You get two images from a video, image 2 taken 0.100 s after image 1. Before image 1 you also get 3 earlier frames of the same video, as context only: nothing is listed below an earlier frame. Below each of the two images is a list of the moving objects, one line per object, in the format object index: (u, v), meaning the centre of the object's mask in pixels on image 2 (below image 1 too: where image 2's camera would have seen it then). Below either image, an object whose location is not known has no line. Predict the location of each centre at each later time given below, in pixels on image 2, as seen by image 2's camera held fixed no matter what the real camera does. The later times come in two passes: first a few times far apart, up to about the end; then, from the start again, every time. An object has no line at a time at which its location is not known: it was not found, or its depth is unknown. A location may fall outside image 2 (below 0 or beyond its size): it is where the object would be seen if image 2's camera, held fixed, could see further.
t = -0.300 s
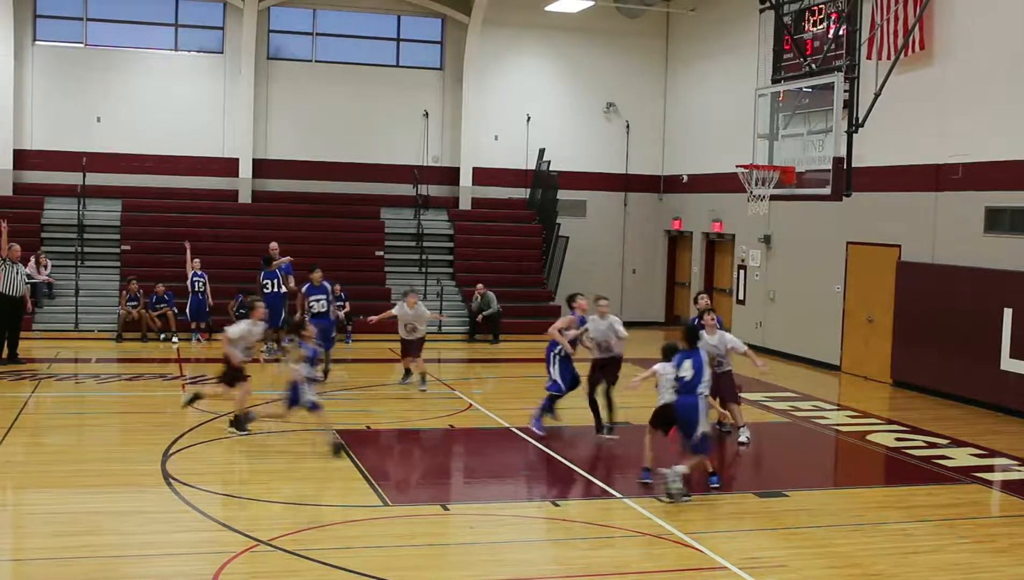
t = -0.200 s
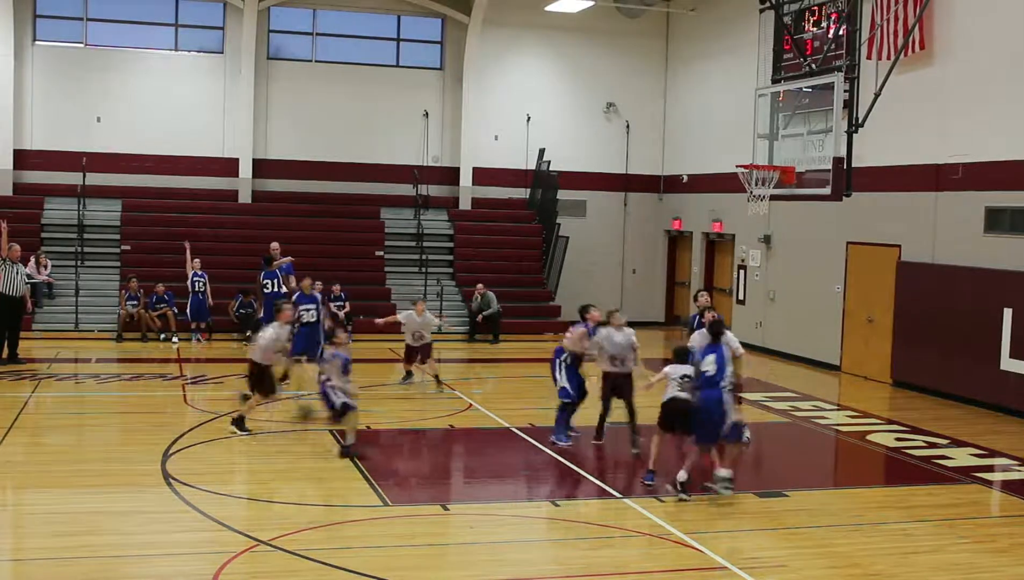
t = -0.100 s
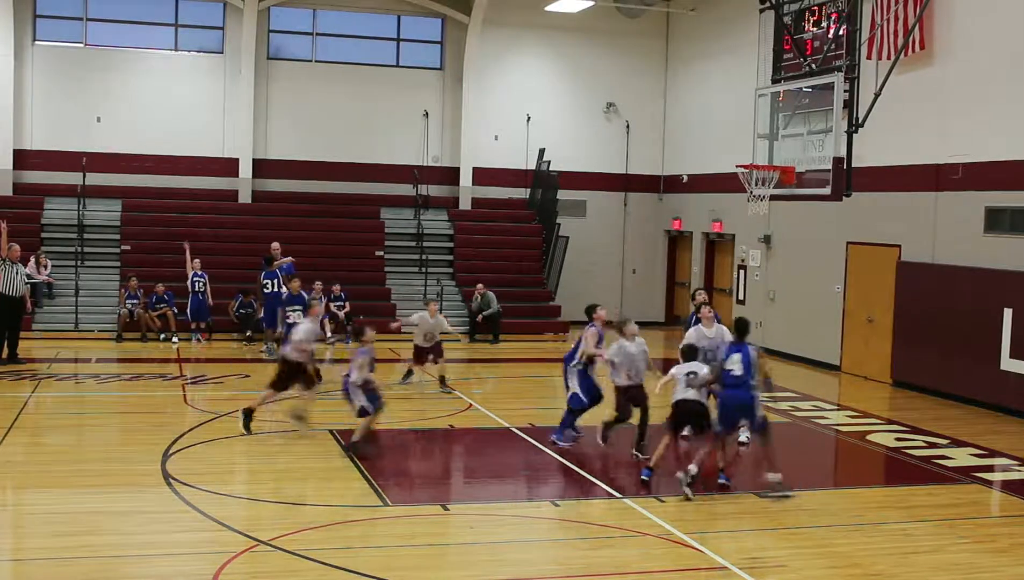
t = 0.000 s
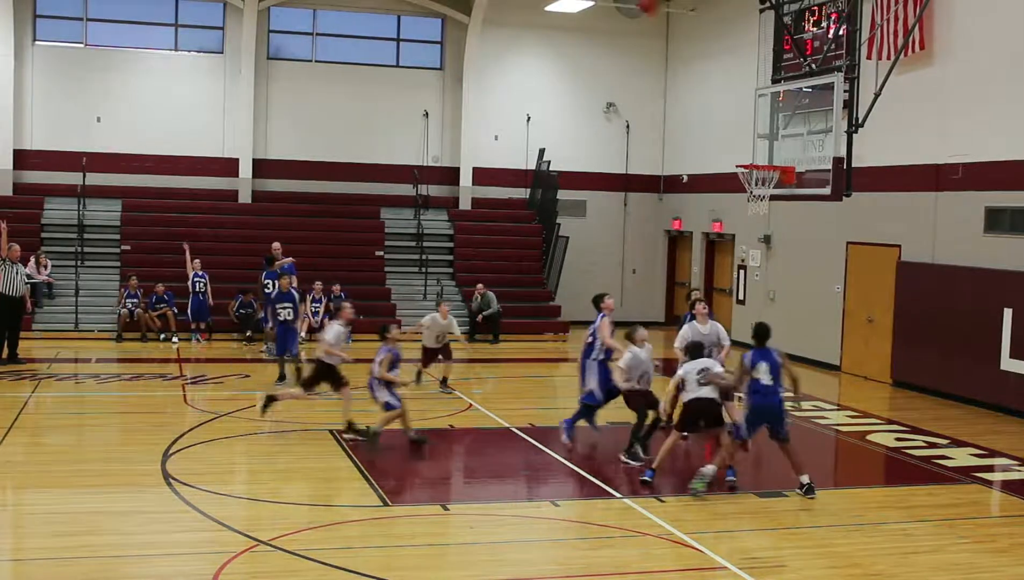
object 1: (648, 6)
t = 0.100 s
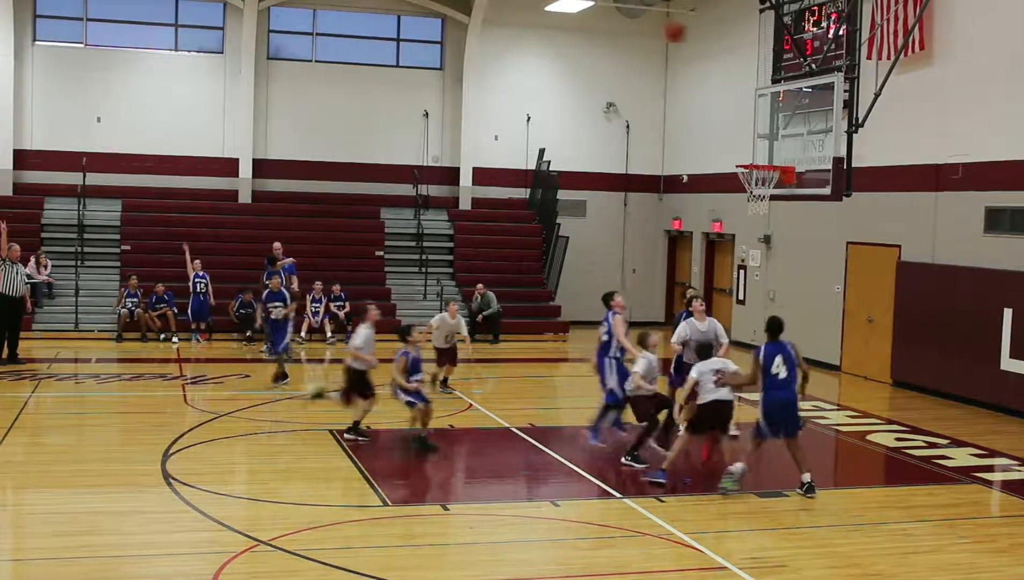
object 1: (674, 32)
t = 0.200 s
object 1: (703, 67)
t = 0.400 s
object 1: (762, 161)
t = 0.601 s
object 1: (719, 139)
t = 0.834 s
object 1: (647, 145)
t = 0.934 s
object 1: (617, 161)
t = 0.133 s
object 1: (685, 43)
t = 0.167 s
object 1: (694, 54)
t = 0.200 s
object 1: (703, 67)
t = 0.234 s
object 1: (713, 83)
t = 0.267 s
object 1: (723, 98)
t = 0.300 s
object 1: (732, 115)
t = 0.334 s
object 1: (741, 133)
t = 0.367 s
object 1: (751, 153)
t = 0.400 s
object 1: (762, 161)
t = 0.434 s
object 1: (769, 160)
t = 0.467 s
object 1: (762, 157)
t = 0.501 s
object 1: (750, 151)
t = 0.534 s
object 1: (739, 146)
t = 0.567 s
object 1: (729, 141)
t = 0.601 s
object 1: (719, 139)
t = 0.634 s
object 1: (709, 136)
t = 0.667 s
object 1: (698, 135)
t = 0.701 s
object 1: (688, 135)
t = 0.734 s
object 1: (678, 136)
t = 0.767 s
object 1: (668, 138)
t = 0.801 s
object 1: (658, 140)
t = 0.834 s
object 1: (647, 145)
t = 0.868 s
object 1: (638, 149)
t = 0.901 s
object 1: (627, 155)
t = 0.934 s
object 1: (617, 161)
